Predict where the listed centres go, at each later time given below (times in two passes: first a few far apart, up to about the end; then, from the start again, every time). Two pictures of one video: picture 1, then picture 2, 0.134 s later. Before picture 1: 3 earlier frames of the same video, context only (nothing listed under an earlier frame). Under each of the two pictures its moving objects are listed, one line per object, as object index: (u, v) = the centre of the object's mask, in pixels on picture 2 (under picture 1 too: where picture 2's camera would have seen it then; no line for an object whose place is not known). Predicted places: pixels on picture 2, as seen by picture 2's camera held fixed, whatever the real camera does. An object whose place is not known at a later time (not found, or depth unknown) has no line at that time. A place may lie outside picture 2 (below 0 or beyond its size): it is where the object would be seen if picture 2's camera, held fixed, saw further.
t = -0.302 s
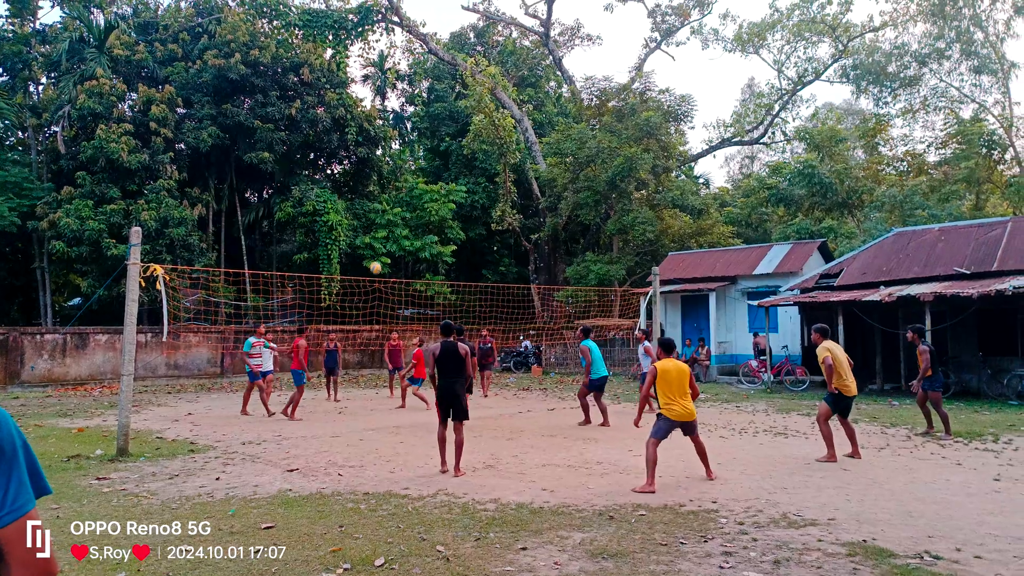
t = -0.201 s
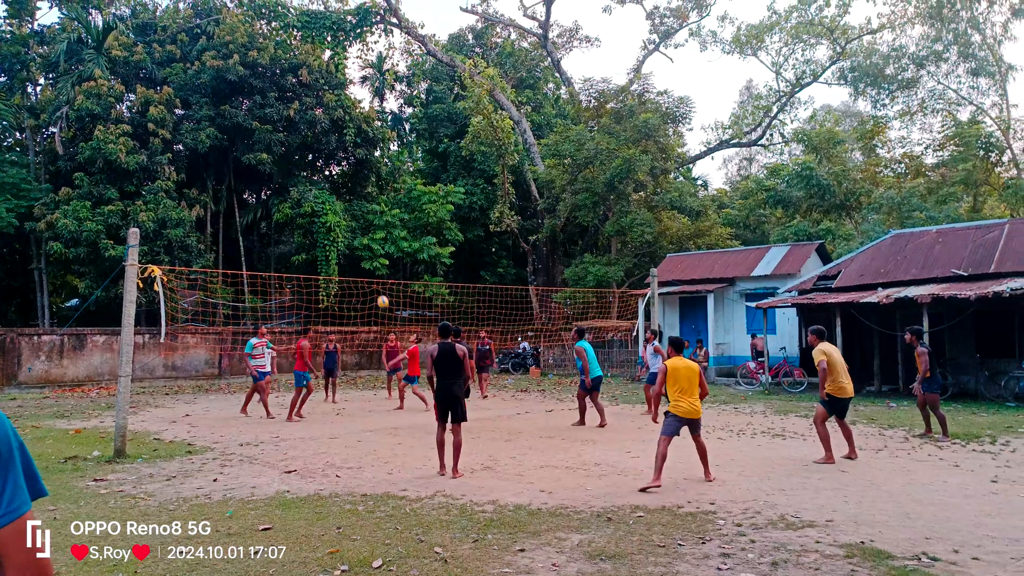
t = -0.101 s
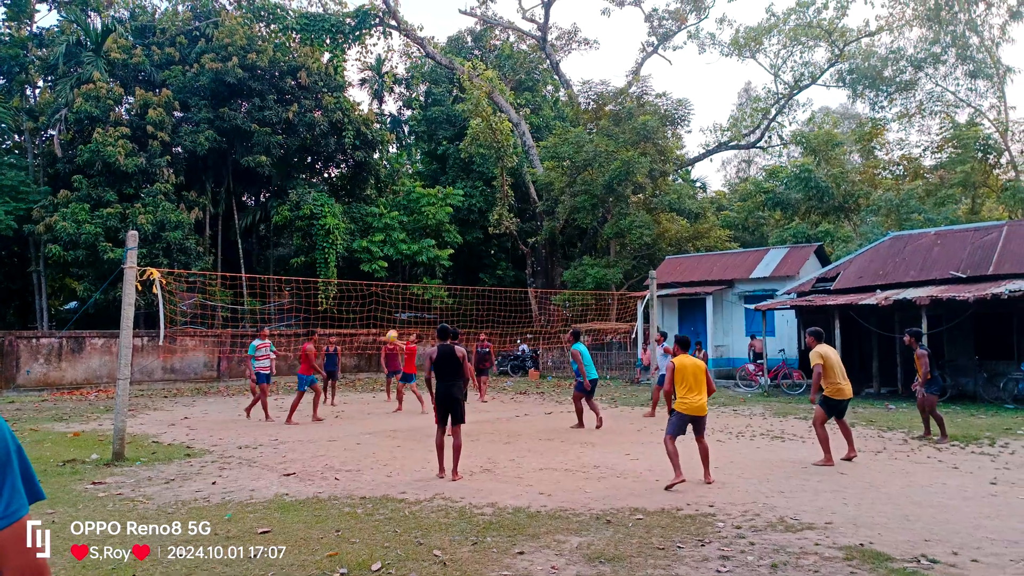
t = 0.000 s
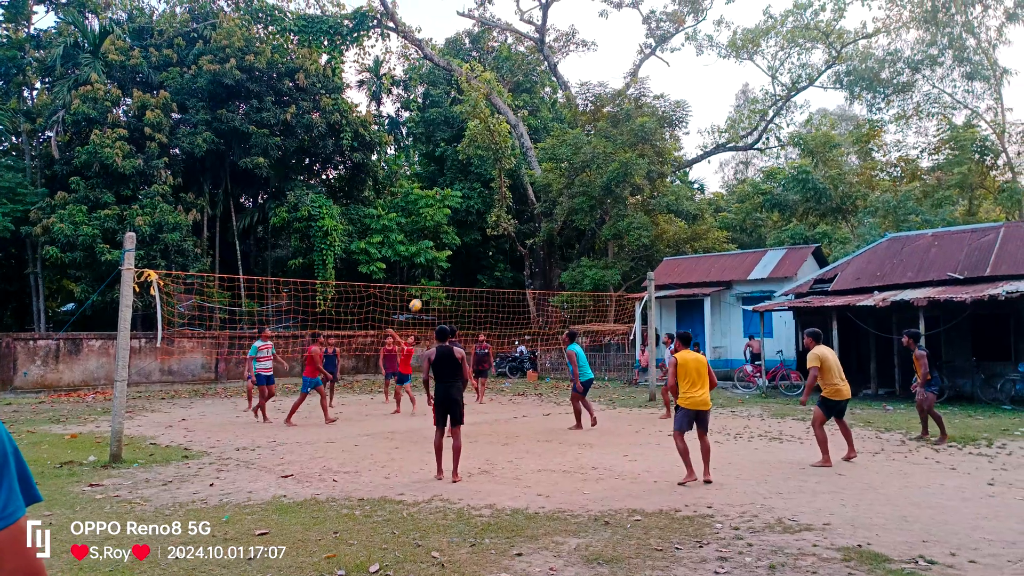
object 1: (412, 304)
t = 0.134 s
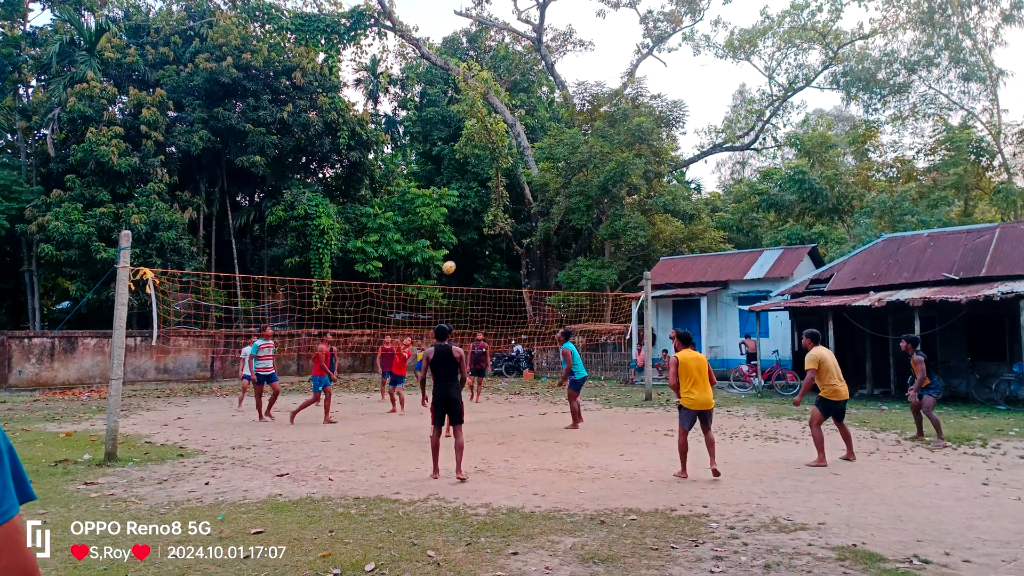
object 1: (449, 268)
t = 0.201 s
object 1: (469, 252)
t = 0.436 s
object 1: (546, 214)
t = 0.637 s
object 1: (624, 206)
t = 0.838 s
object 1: (715, 226)
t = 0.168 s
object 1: (459, 259)
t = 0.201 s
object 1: (469, 252)
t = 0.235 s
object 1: (479, 245)
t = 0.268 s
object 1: (489, 238)
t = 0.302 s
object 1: (500, 232)
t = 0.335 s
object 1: (511, 227)
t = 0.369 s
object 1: (523, 222)
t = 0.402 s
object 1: (534, 218)
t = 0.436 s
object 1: (546, 214)
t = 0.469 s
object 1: (559, 211)
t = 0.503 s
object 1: (571, 208)
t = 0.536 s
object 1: (584, 207)
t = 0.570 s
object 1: (597, 206)
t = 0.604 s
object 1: (610, 205)
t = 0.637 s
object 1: (624, 206)
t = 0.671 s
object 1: (638, 207)
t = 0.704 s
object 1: (653, 209)
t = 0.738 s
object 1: (668, 212)
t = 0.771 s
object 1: (683, 216)
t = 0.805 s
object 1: (699, 221)
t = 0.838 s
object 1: (715, 226)
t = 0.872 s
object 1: (731, 233)
